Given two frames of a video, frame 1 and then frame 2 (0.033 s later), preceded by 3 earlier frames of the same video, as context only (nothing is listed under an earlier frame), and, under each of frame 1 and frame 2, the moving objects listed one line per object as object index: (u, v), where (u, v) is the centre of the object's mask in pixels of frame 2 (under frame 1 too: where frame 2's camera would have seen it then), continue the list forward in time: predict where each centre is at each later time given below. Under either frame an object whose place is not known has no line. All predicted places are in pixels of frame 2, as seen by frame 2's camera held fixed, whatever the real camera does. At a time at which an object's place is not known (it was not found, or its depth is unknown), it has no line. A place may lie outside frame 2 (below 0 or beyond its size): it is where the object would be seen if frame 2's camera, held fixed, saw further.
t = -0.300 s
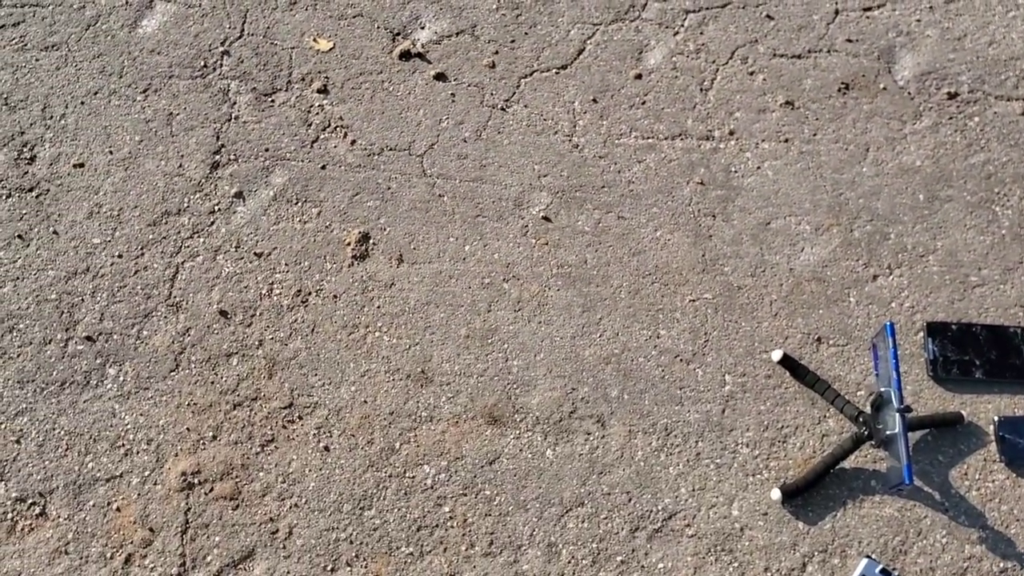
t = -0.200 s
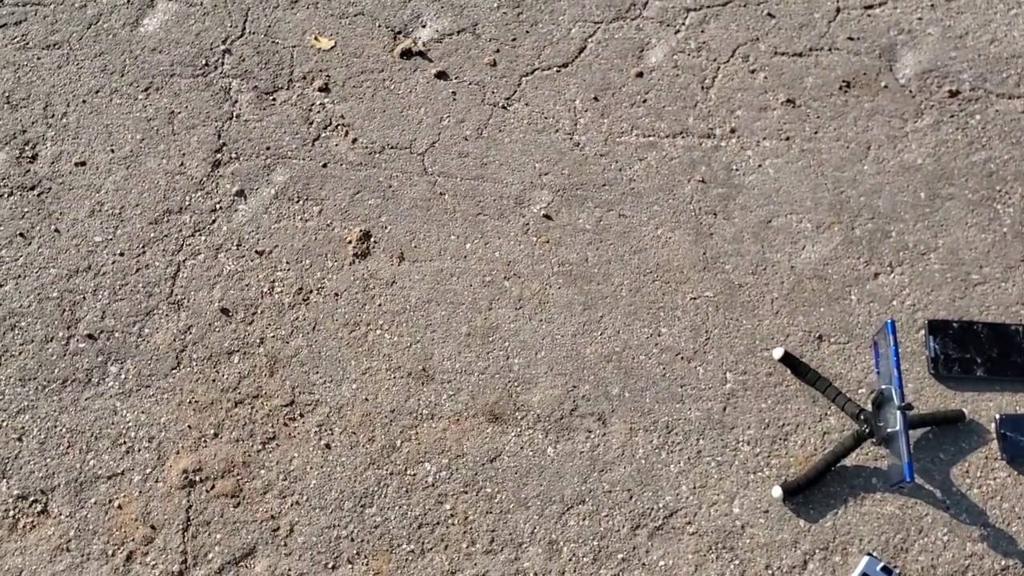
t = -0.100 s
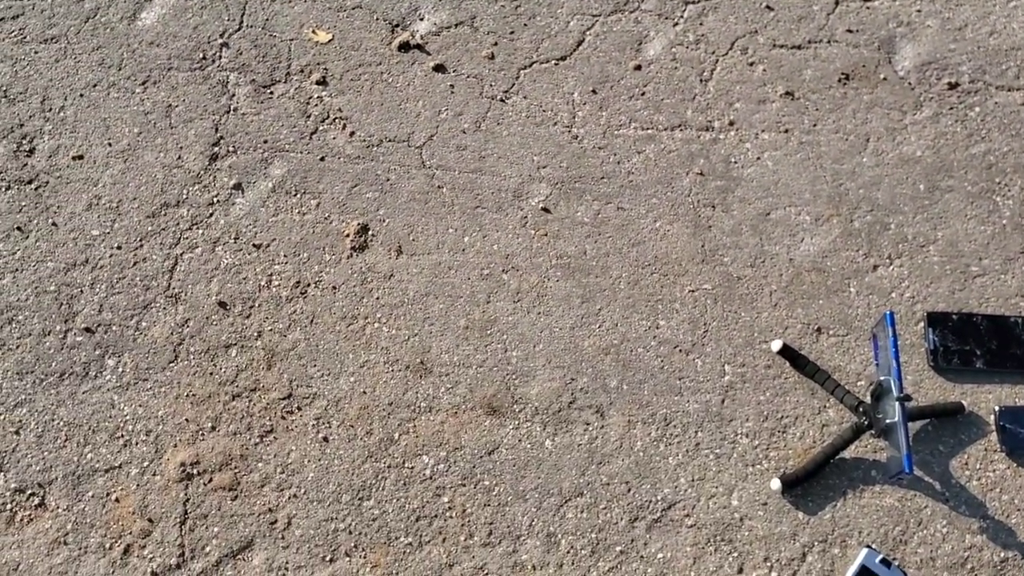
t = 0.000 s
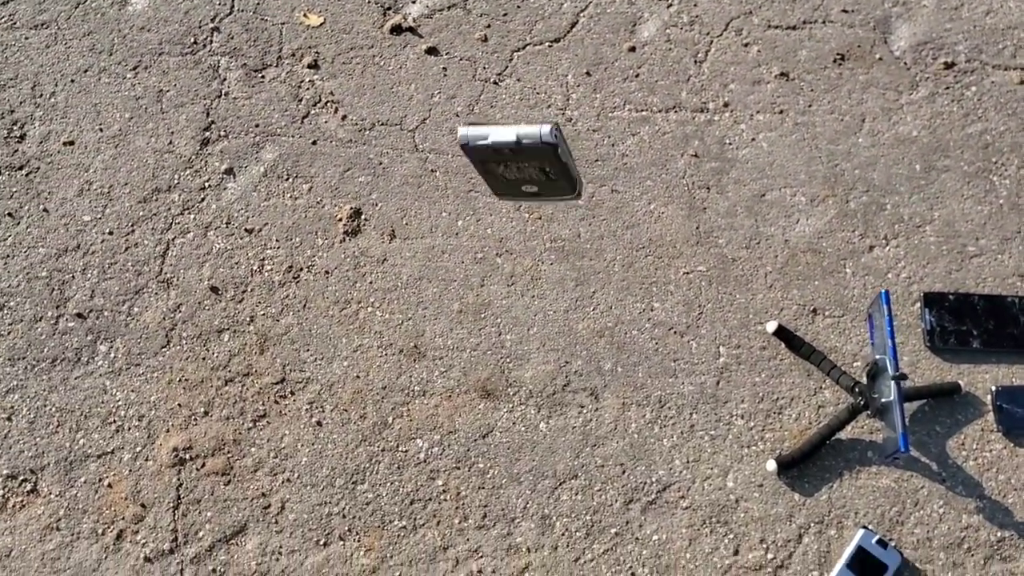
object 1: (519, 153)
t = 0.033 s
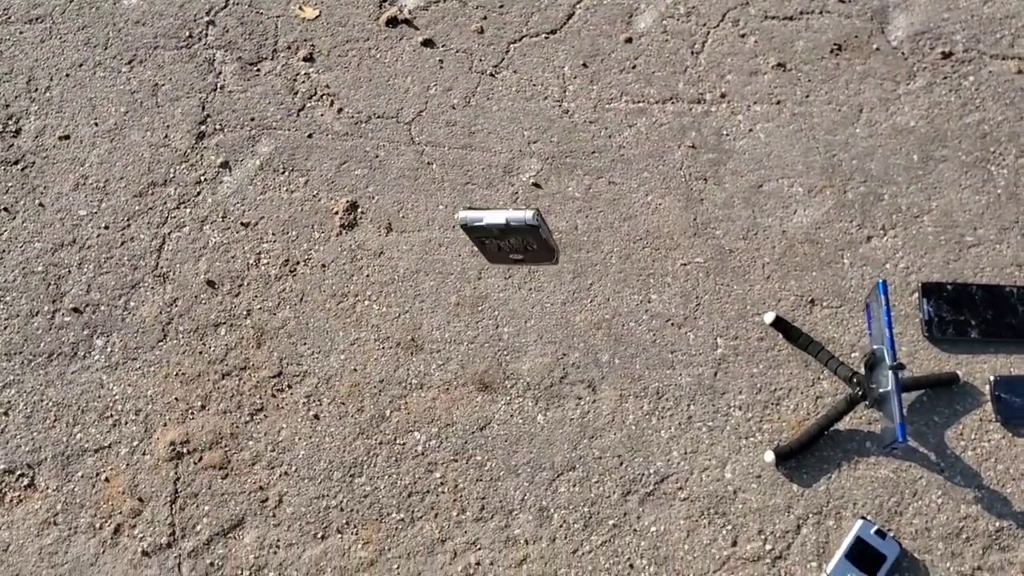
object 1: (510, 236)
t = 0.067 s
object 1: (506, 297)
